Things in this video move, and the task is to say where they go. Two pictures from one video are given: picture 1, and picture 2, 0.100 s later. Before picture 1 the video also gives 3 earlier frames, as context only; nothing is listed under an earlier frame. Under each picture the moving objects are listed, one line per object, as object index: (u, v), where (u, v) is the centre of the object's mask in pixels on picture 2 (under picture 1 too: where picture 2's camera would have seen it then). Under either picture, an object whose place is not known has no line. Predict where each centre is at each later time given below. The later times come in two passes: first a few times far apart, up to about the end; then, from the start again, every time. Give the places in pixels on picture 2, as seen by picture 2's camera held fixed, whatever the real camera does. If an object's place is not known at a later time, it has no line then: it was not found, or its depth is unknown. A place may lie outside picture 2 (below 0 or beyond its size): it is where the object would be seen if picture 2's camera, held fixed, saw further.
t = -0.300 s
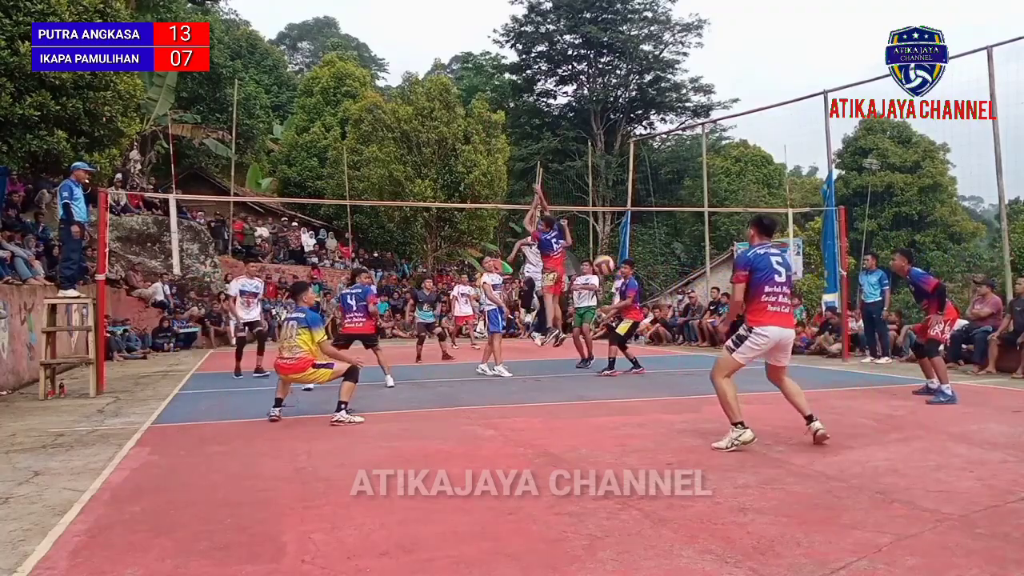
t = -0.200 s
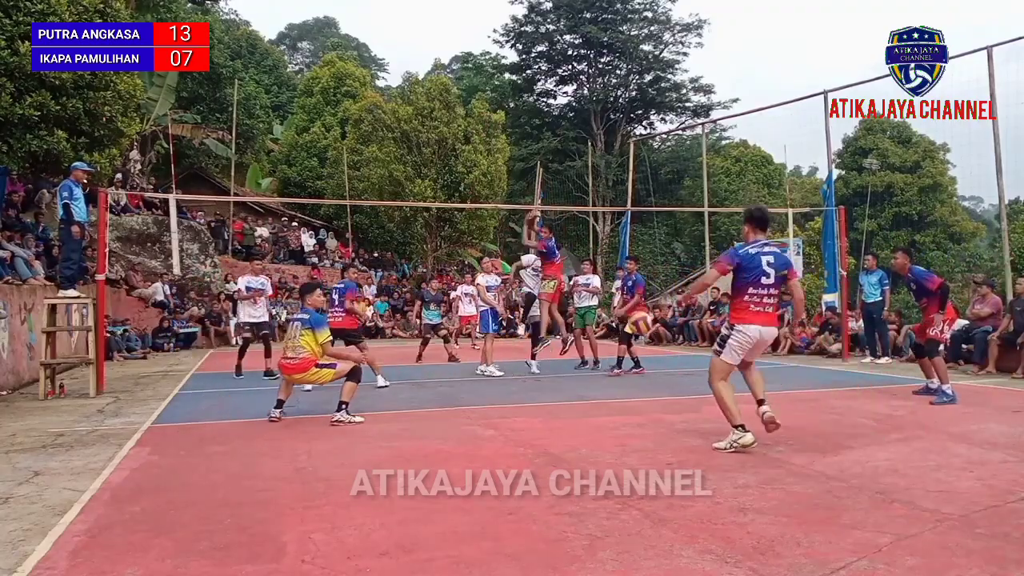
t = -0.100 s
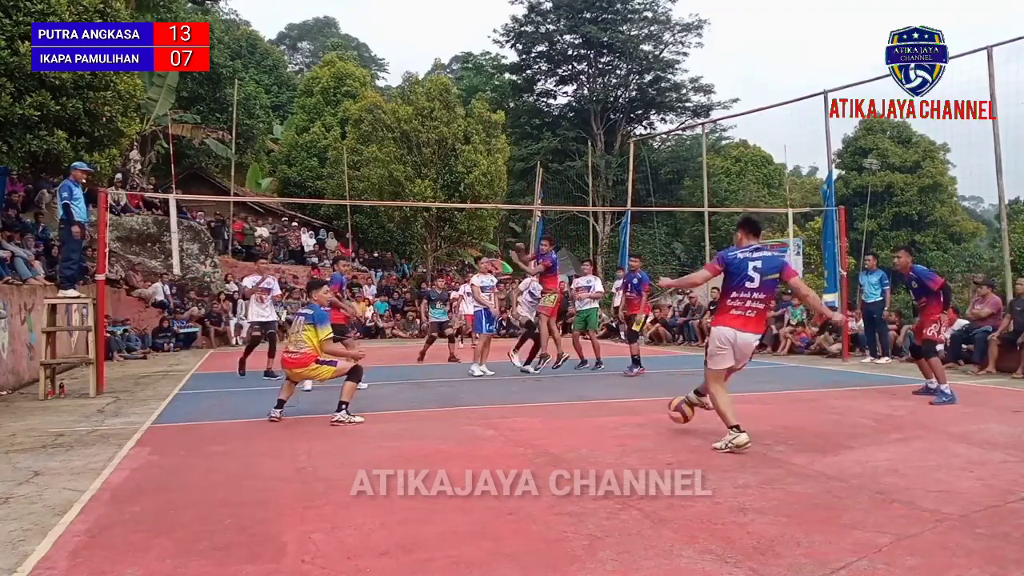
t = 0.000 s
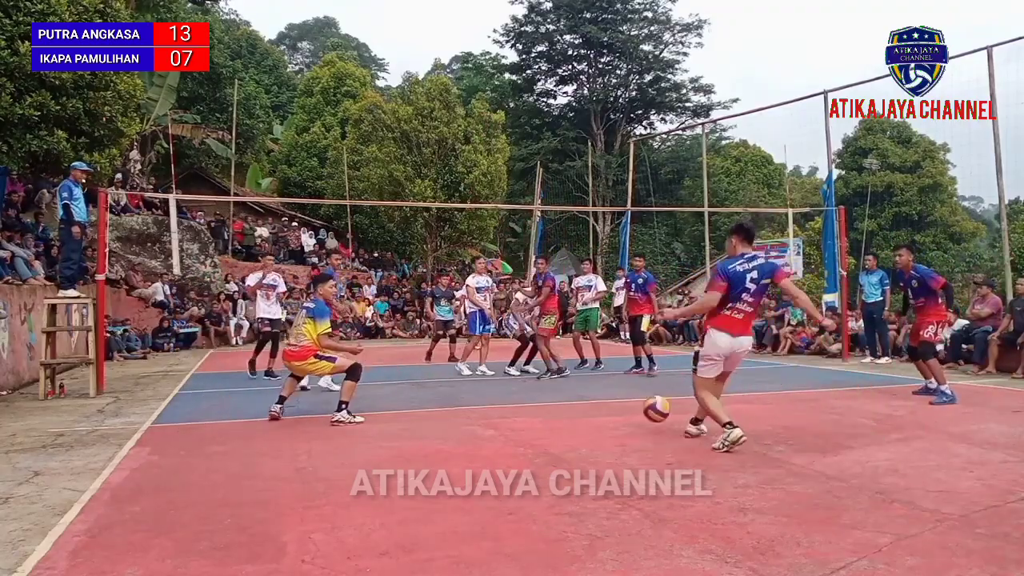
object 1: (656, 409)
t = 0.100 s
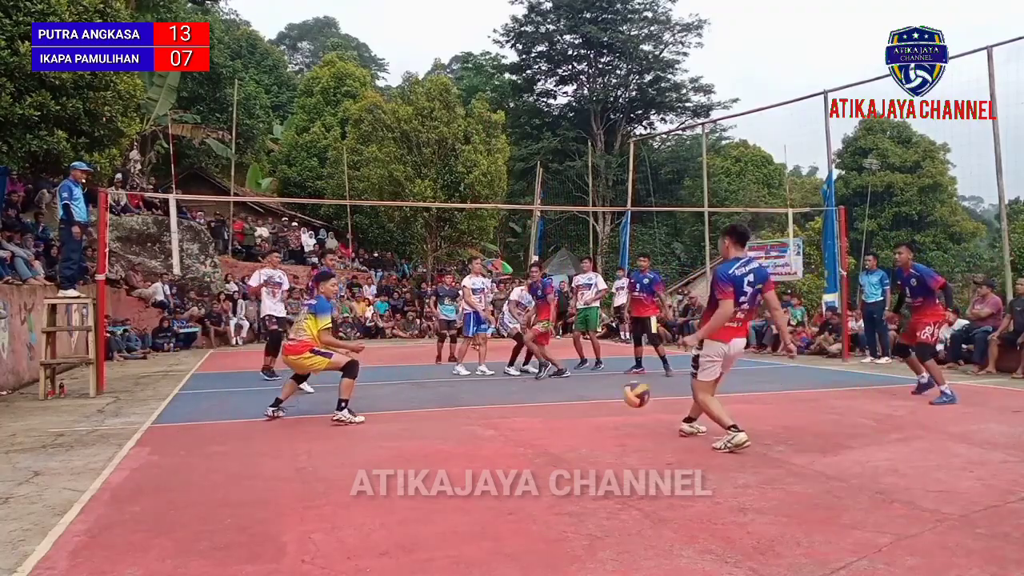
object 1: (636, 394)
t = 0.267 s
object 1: (601, 396)
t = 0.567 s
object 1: (538, 406)
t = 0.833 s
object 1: (479, 433)
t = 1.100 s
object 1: (416, 428)
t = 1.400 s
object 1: (339, 434)
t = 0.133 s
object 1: (629, 391)
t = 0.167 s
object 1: (622, 390)
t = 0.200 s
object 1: (615, 391)
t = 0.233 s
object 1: (609, 392)
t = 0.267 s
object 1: (601, 396)
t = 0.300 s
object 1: (596, 400)
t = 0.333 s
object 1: (588, 406)
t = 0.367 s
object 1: (581, 414)
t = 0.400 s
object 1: (574, 423)
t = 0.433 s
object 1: (567, 425)
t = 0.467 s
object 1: (560, 418)
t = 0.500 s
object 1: (553, 412)
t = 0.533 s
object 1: (546, 408)
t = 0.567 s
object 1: (538, 406)
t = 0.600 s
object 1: (531, 405)
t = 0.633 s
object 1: (524, 406)
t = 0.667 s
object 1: (517, 408)
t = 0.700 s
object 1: (510, 411)
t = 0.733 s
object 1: (502, 416)
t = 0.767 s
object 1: (495, 423)
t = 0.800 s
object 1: (487, 431)
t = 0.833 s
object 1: (479, 433)
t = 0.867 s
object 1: (472, 427)
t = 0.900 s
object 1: (465, 423)
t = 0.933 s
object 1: (456, 420)
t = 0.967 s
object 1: (449, 418)
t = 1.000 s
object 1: (440, 418)
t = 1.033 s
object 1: (432, 419)
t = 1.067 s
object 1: (424, 423)
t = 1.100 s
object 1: (416, 428)
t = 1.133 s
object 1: (408, 434)
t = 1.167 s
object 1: (399, 442)
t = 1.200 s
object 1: (391, 439)
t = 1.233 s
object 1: (382, 435)
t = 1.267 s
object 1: (374, 431)
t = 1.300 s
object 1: (365, 430)
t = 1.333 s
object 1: (357, 429)
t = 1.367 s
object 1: (348, 431)
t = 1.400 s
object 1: (339, 434)
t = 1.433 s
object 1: (329, 439)
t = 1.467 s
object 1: (321, 445)
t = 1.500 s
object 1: (312, 452)
